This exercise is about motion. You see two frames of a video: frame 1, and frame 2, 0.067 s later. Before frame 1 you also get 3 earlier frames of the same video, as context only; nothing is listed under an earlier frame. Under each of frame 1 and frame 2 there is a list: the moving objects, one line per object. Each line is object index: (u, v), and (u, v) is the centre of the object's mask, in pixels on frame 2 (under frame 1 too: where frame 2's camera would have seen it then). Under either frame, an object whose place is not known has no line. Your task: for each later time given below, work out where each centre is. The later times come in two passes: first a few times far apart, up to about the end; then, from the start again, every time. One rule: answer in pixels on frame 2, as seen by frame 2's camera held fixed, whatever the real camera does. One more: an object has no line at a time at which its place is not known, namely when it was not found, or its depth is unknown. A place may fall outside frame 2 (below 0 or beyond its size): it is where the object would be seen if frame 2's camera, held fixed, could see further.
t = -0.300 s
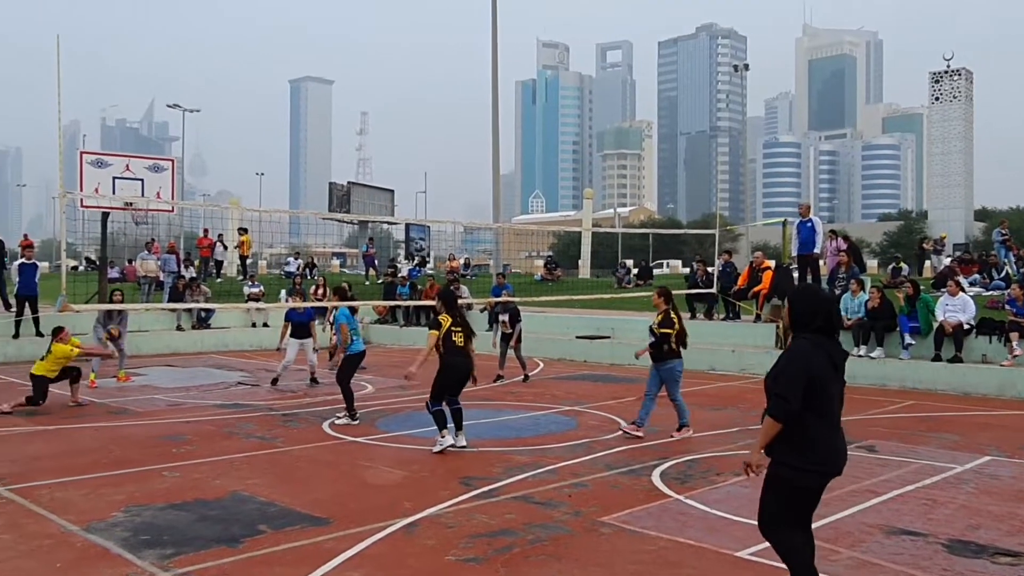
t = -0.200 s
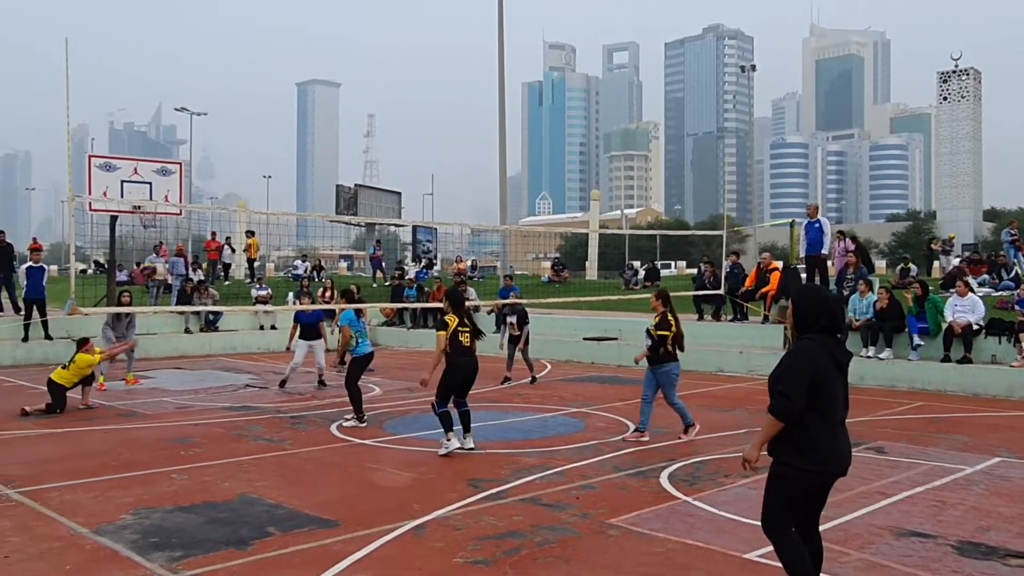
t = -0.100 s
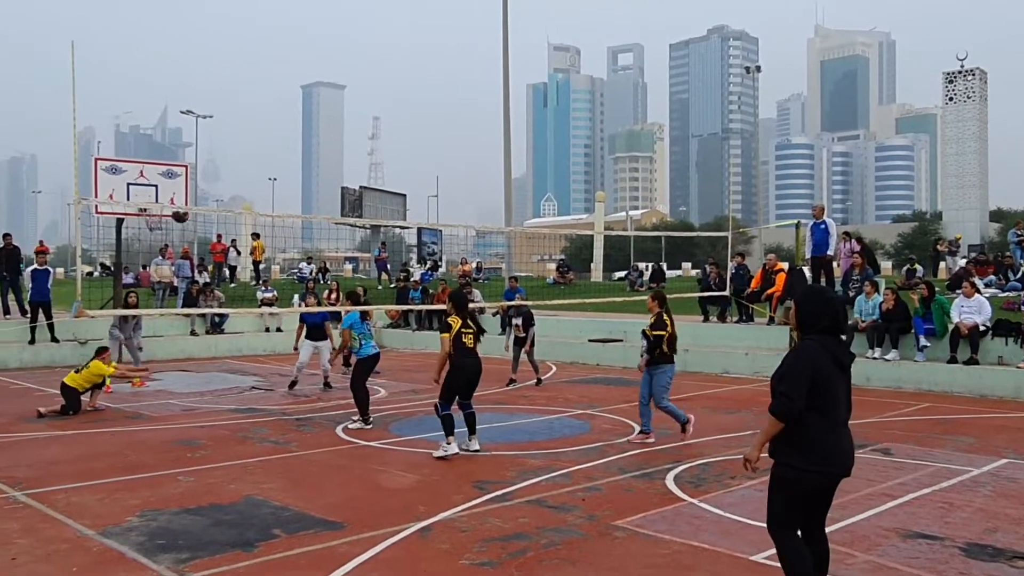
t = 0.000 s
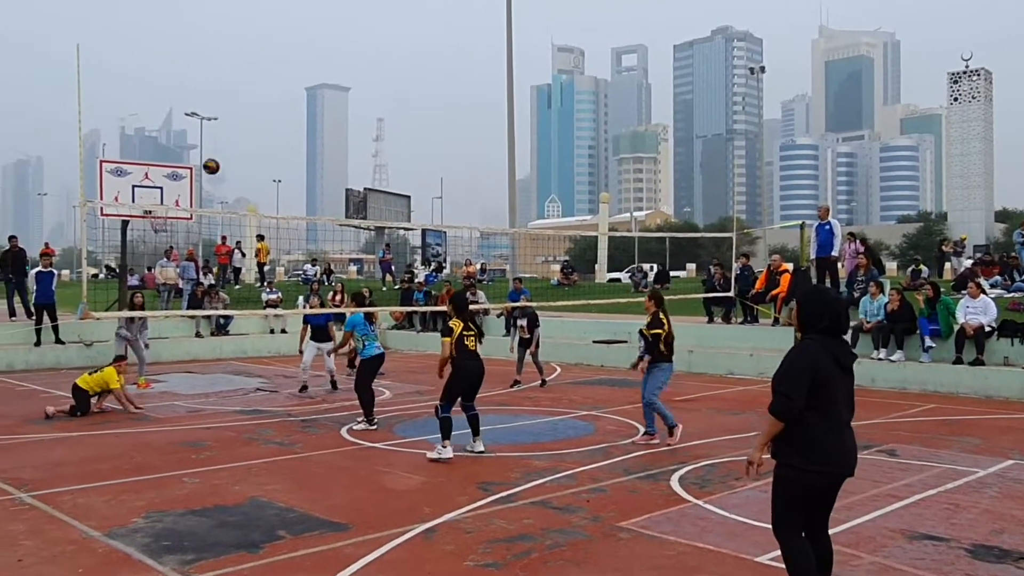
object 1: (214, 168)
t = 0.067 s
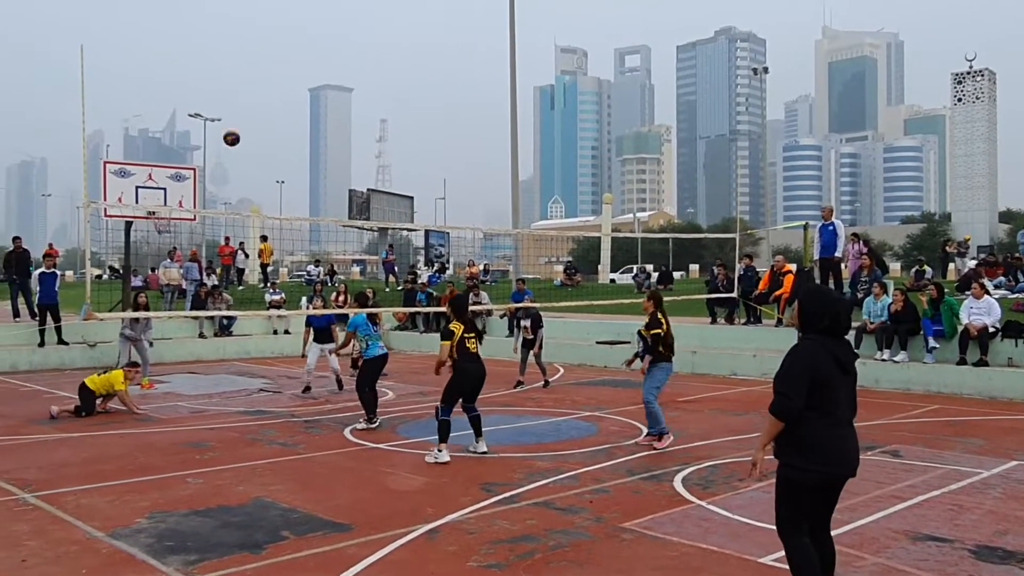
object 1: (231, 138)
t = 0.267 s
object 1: (282, 71)
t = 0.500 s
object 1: (342, 31)
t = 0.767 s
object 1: (411, 38)
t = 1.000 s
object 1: (473, 92)
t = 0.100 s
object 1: (240, 125)
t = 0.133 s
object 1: (248, 112)
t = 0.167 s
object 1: (257, 101)
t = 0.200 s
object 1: (265, 90)
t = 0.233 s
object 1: (274, 80)
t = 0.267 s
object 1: (282, 71)
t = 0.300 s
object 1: (291, 63)
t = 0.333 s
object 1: (299, 55)
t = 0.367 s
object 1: (308, 49)
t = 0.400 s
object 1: (316, 43)
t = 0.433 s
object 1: (325, 38)
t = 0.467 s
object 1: (334, 35)
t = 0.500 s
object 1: (342, 31)
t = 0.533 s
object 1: (351, 29)
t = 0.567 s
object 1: (359, 28)
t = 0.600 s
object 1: (368, 27)
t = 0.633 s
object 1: (376, 27)
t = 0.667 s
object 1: (385, 29)
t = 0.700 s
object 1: (394, 31)
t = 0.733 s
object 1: (403, 34)
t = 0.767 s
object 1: (411, 38)
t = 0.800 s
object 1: (420, 43)
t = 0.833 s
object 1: (429, 49)
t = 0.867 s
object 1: (438, 56)
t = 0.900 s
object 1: (447, 64)
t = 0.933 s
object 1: (455, 72)
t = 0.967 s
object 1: (464, 82)
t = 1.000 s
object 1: (473, 92)
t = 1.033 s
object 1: (482, 104)
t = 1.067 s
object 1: (491, 116)
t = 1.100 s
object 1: (501, 130)
